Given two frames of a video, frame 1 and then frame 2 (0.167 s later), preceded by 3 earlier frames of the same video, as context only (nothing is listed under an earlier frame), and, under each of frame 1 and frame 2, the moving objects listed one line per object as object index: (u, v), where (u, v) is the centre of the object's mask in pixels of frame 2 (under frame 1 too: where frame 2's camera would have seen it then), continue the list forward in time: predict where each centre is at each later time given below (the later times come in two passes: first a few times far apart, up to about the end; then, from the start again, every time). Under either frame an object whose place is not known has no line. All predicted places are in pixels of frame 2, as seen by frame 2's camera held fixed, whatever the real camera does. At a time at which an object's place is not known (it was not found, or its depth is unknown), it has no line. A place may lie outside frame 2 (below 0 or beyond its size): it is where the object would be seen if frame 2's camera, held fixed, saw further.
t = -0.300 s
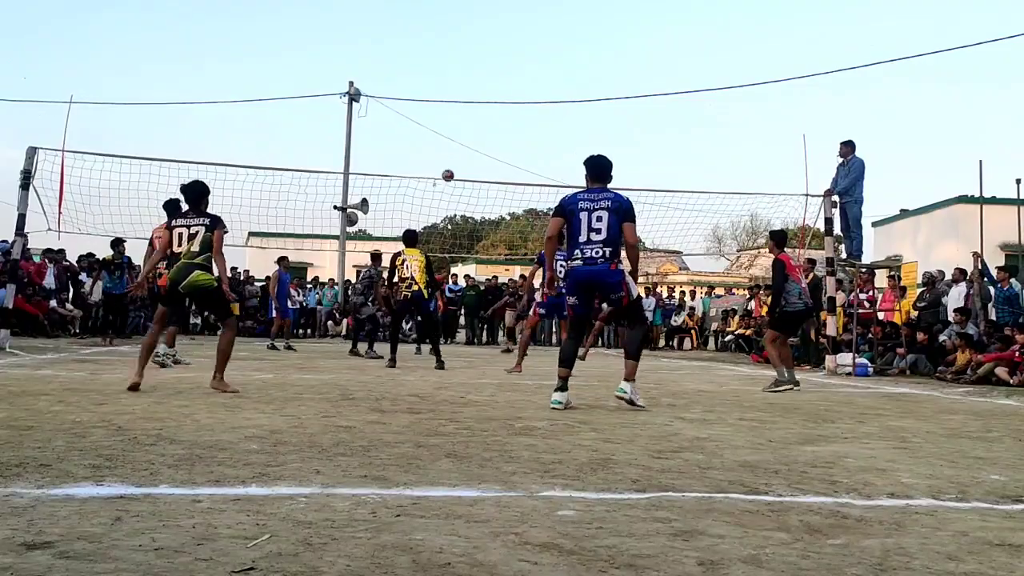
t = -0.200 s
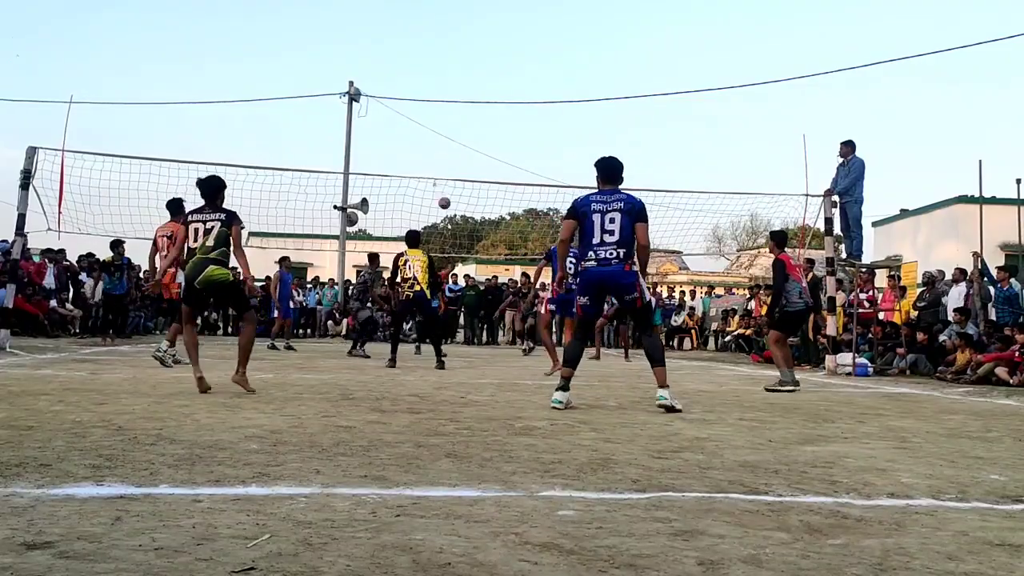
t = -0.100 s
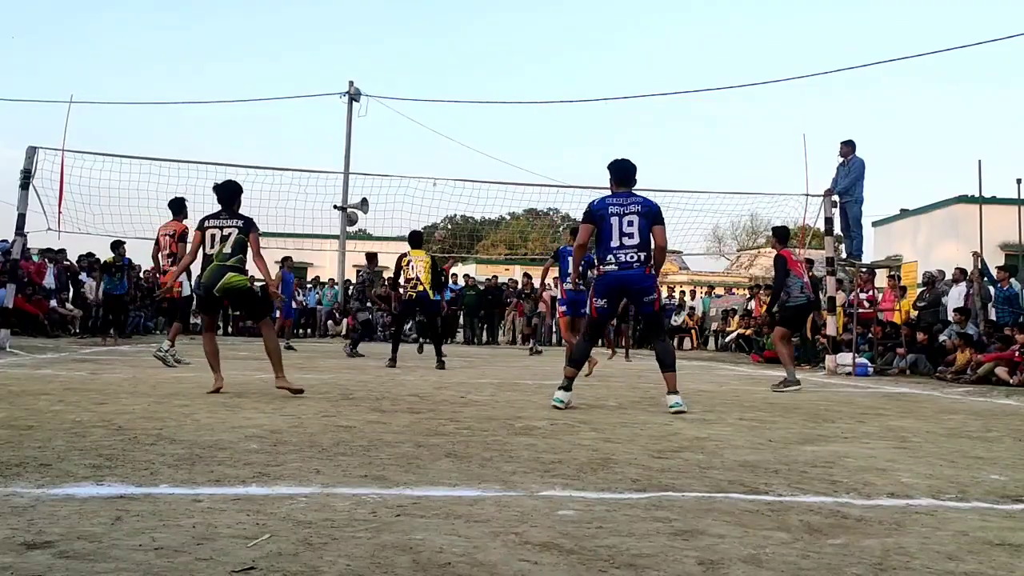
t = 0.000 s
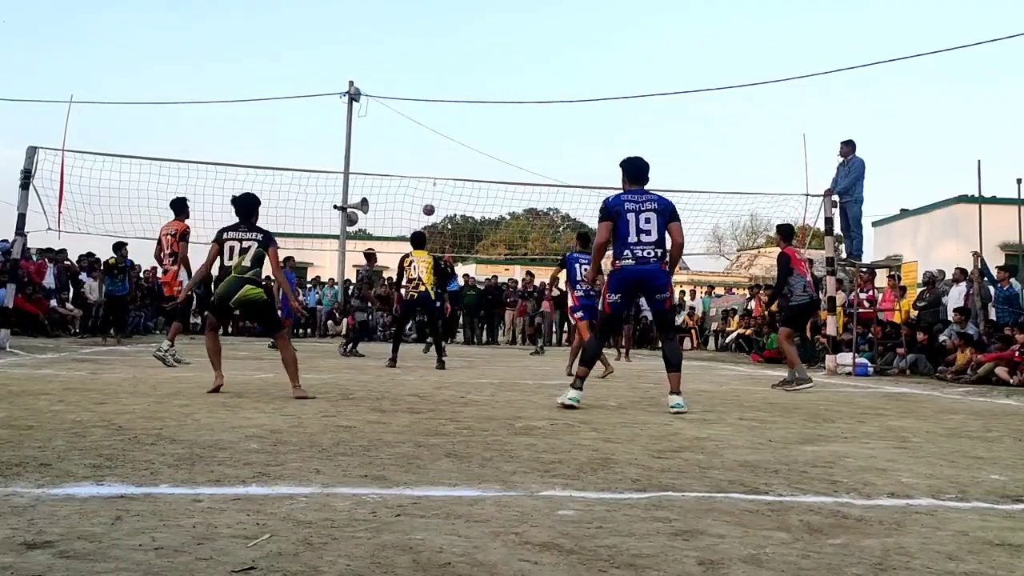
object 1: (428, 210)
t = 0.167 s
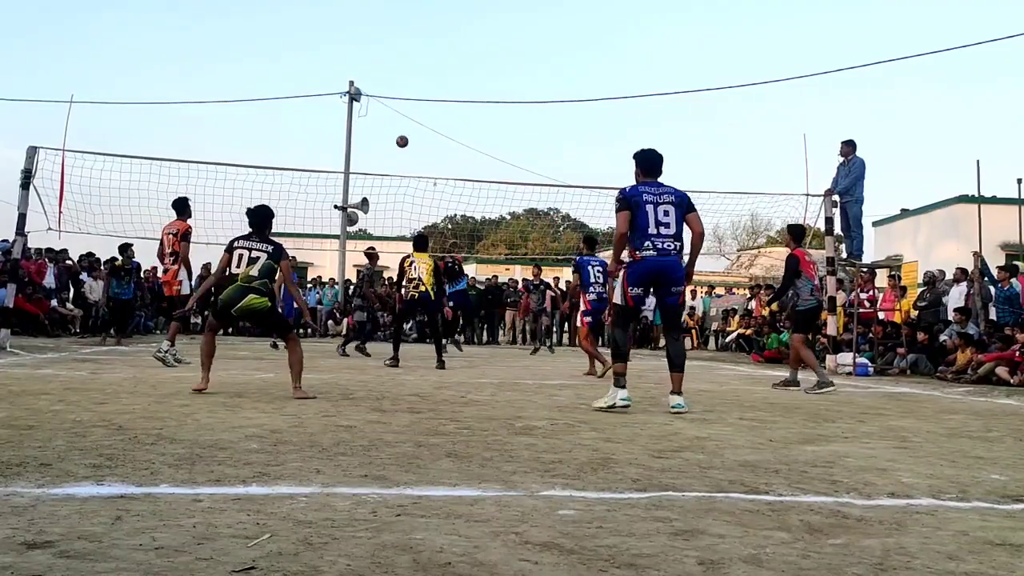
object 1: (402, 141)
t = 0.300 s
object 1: (379, 96)
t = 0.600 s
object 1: (324, 31)
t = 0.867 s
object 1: (270, 15)
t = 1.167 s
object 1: (206, 51)
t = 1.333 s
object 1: (169, 99)
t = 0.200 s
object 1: (396, 129)
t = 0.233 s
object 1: (390, 118)
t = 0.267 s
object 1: (385, 107)
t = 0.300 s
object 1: (379, 96)
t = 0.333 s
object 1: (373, 87)
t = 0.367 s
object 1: (367, 78)
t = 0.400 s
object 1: (361, 69)
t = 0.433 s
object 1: (355, 61)
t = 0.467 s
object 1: (349, 54)
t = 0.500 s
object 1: (343, 47)
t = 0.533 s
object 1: (337, 41)
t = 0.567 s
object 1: (330, 36)
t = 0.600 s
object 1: (324, 31)
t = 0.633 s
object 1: (317, 26)
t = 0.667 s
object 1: (311, 23)
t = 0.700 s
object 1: (305, 20)
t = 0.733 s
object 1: (298, 17)
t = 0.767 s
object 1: (291, 15)
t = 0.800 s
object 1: (284, 15)
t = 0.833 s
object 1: (277, 14)
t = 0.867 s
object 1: (270, 15)
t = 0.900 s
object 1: (263, 16)
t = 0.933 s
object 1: (257, 18)
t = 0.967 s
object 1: (249, 21)
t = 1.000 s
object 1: (243, 24)
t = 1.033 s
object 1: (235, 28)
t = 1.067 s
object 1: (228, 33)
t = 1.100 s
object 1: (221, 38)
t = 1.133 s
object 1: (214, 44)
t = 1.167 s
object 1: (206, 51)
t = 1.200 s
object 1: (199, 59)
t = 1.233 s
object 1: (192, 68)
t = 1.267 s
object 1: (184, 77)
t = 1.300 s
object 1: (177, 88)
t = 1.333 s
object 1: (169, 99)
